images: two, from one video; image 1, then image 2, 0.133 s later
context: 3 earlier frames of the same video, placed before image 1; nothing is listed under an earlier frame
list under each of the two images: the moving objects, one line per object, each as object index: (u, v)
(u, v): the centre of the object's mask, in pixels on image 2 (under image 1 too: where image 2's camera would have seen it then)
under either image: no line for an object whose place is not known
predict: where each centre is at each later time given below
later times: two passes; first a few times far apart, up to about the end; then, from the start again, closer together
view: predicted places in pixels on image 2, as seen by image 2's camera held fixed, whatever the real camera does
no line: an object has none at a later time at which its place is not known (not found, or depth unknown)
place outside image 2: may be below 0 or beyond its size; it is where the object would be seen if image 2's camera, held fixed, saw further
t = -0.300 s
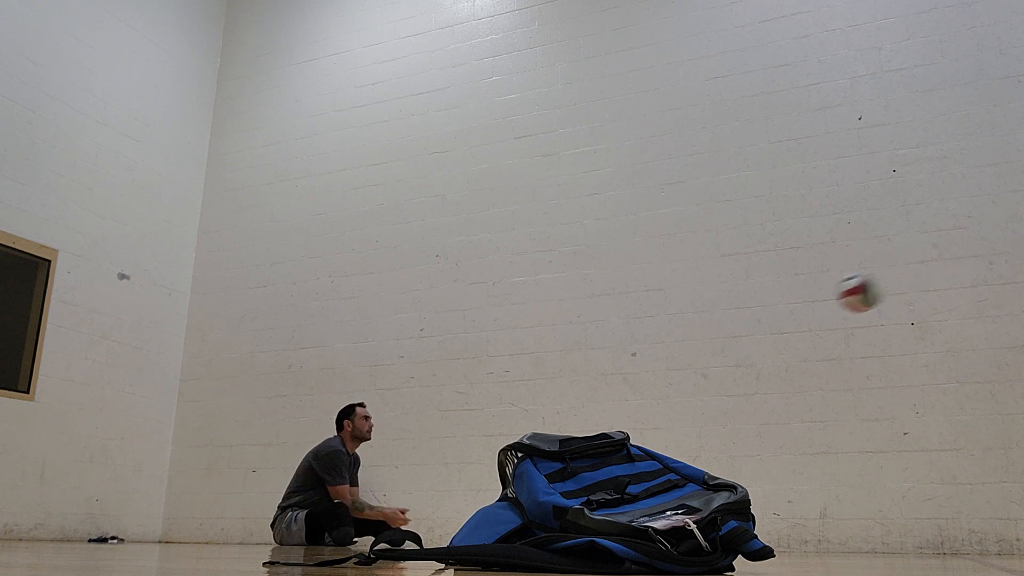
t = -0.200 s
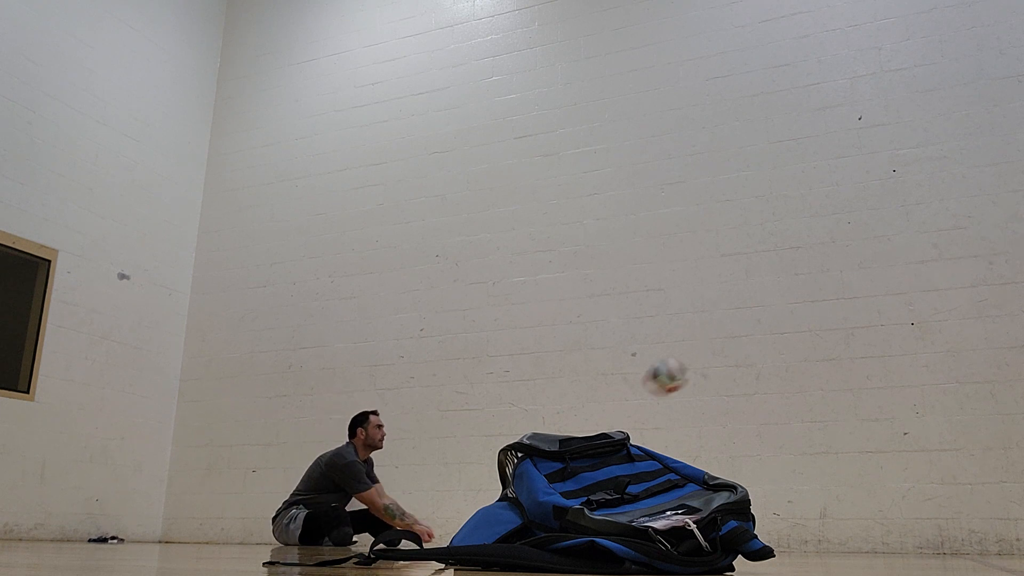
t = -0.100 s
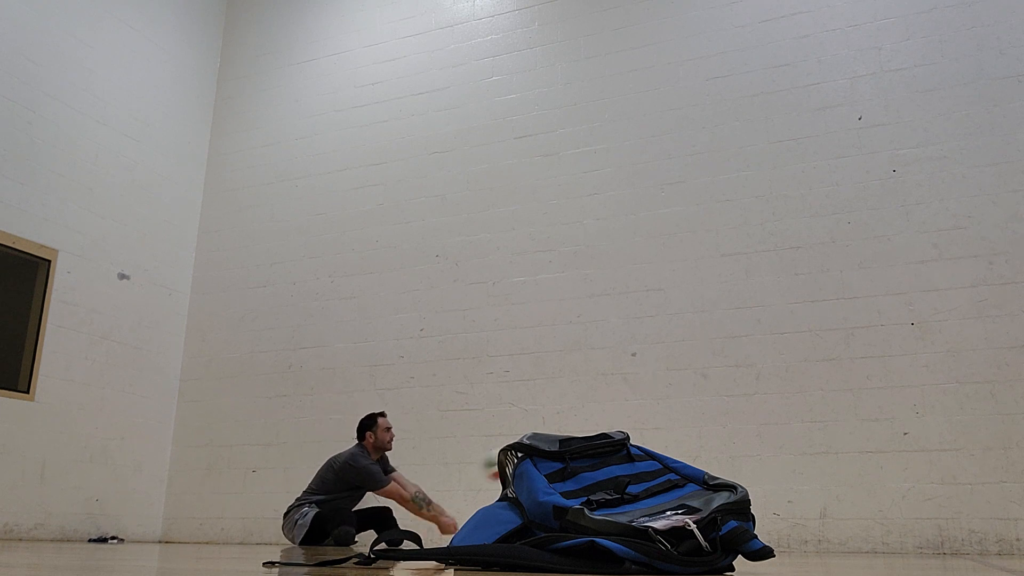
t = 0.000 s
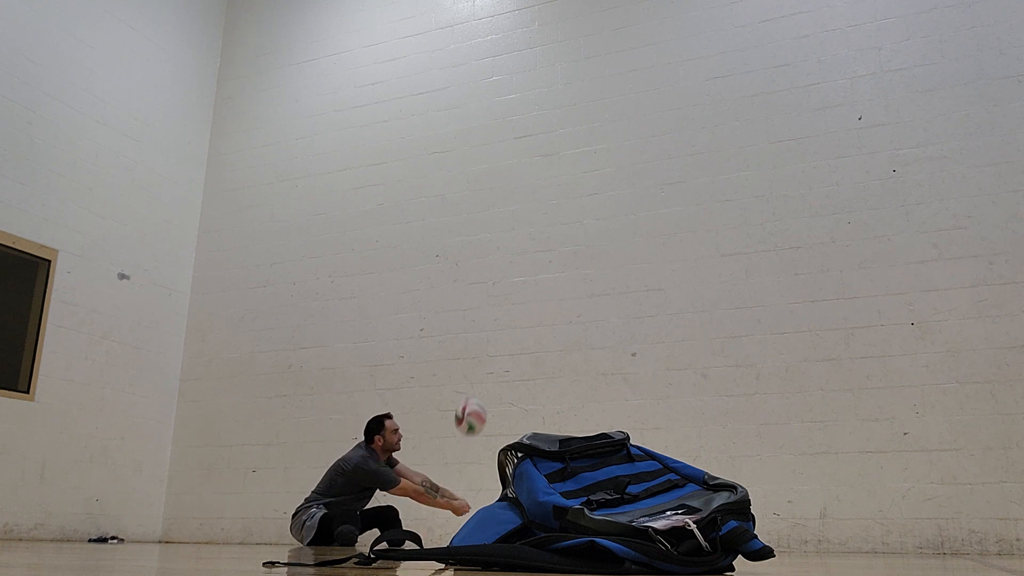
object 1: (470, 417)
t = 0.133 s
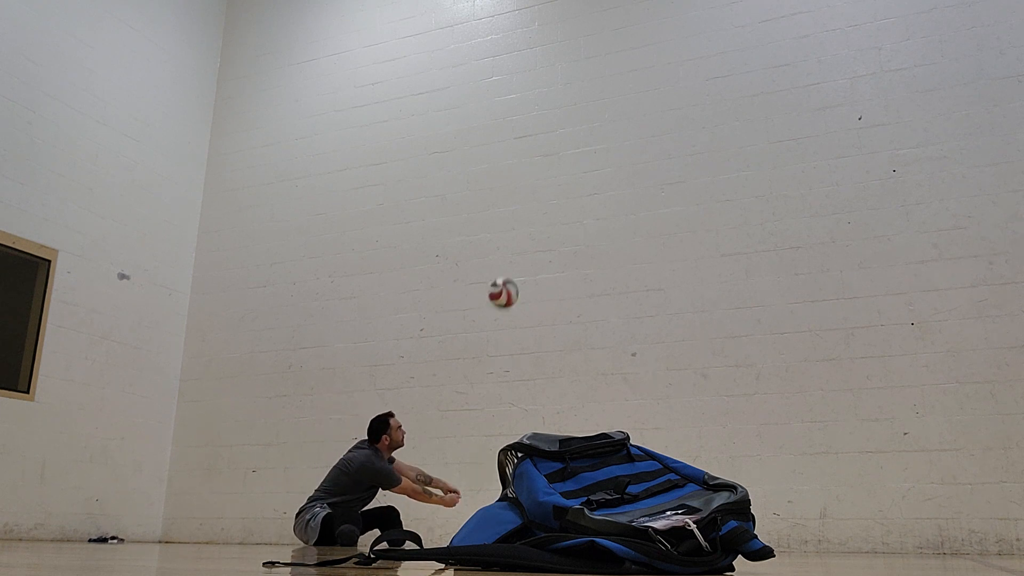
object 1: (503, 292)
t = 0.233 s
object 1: (523, 229)
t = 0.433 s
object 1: (559, 148)
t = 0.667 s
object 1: (595, 124)
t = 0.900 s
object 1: (616, 149)
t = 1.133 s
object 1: (625, 225)
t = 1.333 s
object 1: (634, 353)
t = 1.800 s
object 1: (598, 419)
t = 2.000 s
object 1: (566, 415)
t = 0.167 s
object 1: (510, 270)
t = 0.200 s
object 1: (517, 247)
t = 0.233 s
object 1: (523, 229)
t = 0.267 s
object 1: (530, 210)
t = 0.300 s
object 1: (536, 195)
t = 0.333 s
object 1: (541, 181)
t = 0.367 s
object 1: (548, 168)
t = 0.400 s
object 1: (553, 158)
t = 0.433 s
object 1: (559, 148)
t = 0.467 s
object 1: (564, 141)
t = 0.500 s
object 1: (569, 135)
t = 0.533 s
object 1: (575, 130)
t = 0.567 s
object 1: (580, 127)
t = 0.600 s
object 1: (585, 125)
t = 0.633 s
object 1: (590, 124)
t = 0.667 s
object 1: (595, 124)
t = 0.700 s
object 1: (600, 126)
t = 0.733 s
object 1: (605, 129)
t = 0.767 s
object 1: (610, 133)
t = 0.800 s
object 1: (613, 137)
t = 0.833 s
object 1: (615, 140)
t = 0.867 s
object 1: (615, 144)
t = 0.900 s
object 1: (616, 149)
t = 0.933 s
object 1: (617, 155)
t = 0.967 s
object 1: (619, 163)
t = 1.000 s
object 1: (619, 173)
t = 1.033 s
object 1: (621, 183)
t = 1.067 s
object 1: (621, 196)
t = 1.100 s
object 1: (623, 209)
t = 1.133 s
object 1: (625, 225)
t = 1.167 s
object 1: (626, 242)
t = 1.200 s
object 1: (627, 261)
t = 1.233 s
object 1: (629, 281)
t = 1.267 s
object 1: (631, 304)
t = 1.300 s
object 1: (633, 328)
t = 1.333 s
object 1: (634, 353)
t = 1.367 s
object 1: (637, 380)
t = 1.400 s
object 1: (639, 410)
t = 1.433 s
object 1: (643, 437)
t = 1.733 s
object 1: (609, 427)
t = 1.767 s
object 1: (603, 423)
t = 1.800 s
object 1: (598, 419)
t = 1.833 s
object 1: (593, 416)
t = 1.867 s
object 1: (587, 412)
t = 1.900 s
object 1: (582, 410)
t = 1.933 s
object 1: (577, 410)
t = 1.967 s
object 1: (571, 412)
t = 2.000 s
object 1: (566, 415)
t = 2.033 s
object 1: (561, 420)
